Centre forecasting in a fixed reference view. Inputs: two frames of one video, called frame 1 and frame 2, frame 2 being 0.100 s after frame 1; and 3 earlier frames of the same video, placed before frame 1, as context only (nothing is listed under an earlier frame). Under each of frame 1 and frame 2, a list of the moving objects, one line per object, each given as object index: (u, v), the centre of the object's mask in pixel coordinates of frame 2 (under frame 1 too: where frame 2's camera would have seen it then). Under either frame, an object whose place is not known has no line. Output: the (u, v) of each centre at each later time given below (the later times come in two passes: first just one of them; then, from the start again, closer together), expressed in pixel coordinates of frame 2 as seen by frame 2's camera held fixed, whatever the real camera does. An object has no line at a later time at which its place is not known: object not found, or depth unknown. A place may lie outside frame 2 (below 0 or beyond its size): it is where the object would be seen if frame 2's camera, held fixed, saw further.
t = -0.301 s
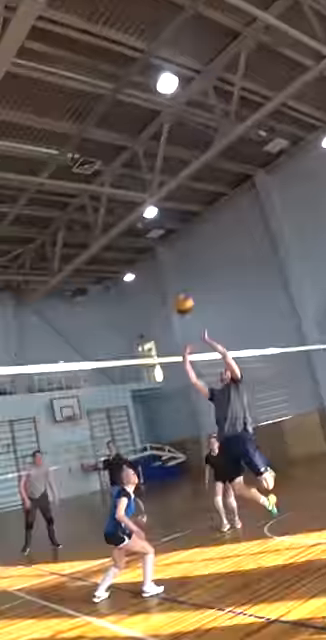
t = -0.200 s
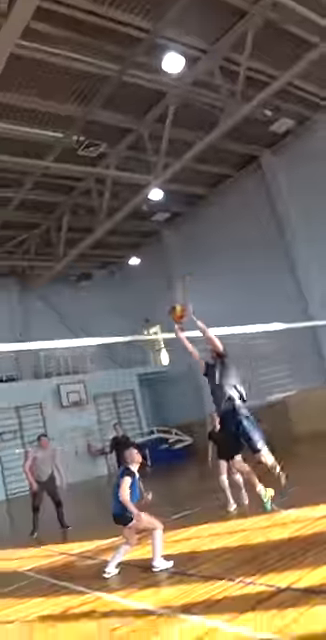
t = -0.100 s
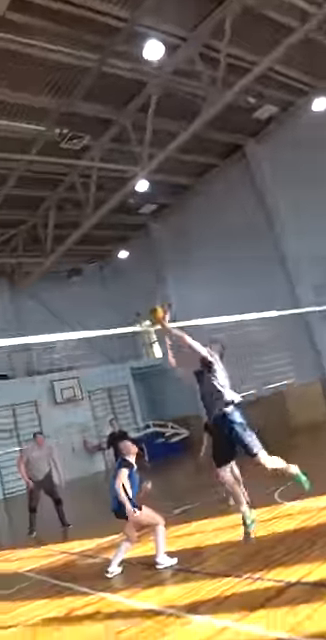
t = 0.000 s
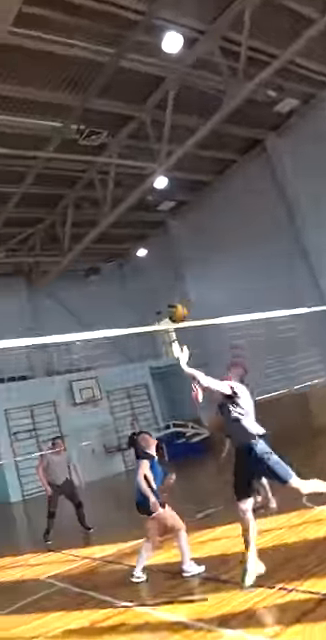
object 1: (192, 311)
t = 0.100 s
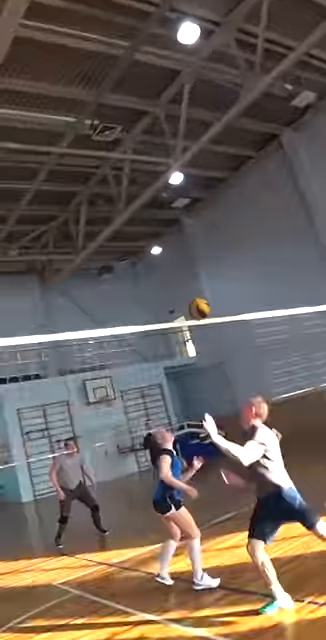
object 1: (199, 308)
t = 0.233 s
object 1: (210, 306)
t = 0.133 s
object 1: (202, 308)
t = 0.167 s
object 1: (205, 308)
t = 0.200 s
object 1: (209, 307)
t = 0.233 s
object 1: (210, 306)
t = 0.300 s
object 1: (214, 299)
